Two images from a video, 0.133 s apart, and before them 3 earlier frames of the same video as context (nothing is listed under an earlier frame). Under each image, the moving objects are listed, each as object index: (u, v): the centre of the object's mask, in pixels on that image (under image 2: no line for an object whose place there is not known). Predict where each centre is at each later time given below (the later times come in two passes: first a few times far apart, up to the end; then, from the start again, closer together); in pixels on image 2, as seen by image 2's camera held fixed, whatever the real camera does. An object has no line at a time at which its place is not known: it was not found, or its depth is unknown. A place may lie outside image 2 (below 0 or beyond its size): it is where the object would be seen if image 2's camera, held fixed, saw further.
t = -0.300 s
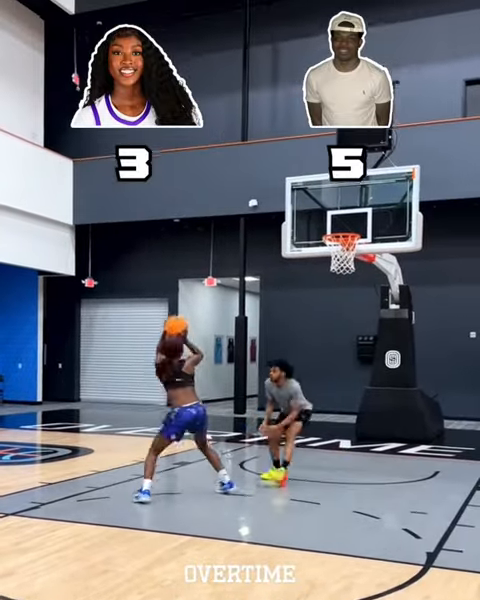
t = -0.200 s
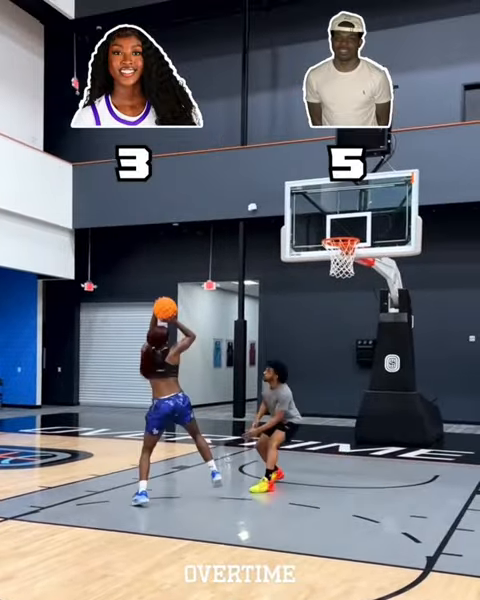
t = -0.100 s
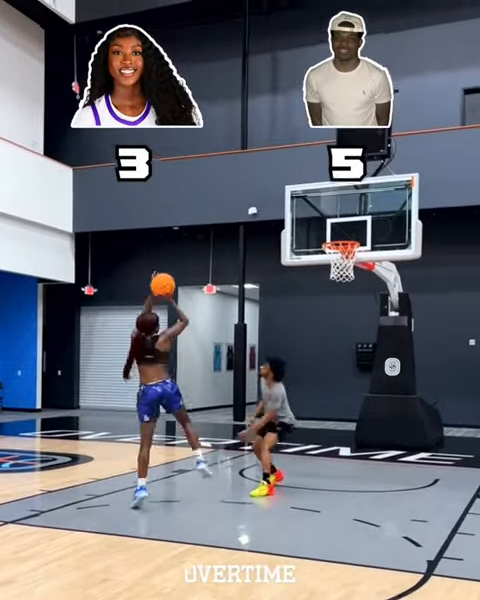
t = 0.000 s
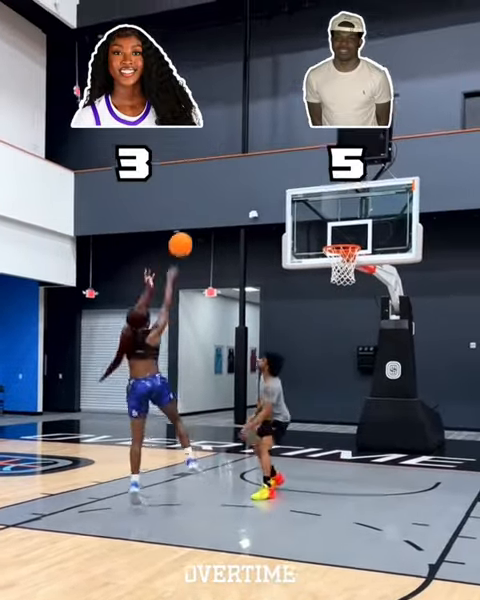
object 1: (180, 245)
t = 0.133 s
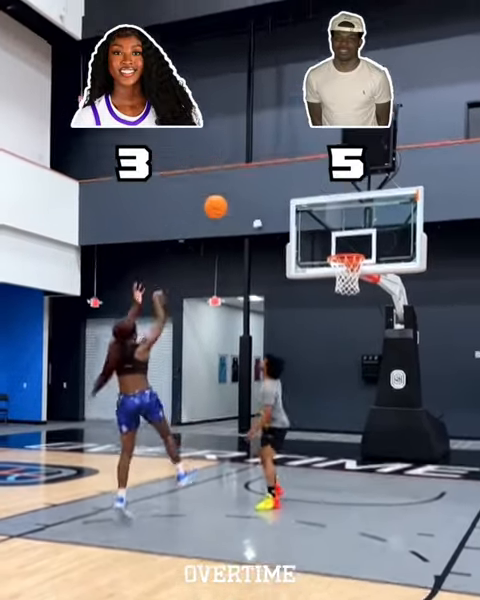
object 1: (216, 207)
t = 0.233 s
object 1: (237, 184)
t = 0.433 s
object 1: (275, 168)
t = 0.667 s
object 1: (312, 190)
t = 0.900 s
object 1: (344, 249)
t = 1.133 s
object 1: (358, 300)
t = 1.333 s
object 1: (363, 351)
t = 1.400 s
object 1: (359, 373)
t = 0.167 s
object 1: (223, 198)
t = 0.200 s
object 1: (227, 194)
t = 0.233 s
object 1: (237, 184)
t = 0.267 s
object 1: (244, 179)
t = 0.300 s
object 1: (250, 175)
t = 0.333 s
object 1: (257, 172)
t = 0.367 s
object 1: (263, 170)
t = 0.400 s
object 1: (268, 169)
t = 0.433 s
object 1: (275, 168)
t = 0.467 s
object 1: (280, 169)
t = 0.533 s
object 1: (292, 172)
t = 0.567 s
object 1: (297, 176)
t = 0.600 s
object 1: (303, 180)
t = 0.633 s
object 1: (307, 185)
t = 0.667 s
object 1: (312, 190)
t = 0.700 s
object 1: (317, 197)
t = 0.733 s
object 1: (322, 204)
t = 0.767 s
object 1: (327, 212)
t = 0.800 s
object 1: (331, 220)
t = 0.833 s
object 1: (335, 229)
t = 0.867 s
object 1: (340, 239)
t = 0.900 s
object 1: (344, 249)
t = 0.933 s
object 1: (348, 260)
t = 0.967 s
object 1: (352, 270)
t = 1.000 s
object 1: (354, 280)
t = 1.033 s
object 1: (356, 283)
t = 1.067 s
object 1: (357, 288)
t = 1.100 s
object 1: (357, 294)
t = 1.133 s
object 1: (358, 300)
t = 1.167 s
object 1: (359, 307)
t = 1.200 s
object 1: (359, 310)
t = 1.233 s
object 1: (360, 318)
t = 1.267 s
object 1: (361, 331)
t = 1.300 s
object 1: (362, 340)
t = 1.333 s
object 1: (363, 351)
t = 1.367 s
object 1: (364, 362)
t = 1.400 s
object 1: (359, 373)
